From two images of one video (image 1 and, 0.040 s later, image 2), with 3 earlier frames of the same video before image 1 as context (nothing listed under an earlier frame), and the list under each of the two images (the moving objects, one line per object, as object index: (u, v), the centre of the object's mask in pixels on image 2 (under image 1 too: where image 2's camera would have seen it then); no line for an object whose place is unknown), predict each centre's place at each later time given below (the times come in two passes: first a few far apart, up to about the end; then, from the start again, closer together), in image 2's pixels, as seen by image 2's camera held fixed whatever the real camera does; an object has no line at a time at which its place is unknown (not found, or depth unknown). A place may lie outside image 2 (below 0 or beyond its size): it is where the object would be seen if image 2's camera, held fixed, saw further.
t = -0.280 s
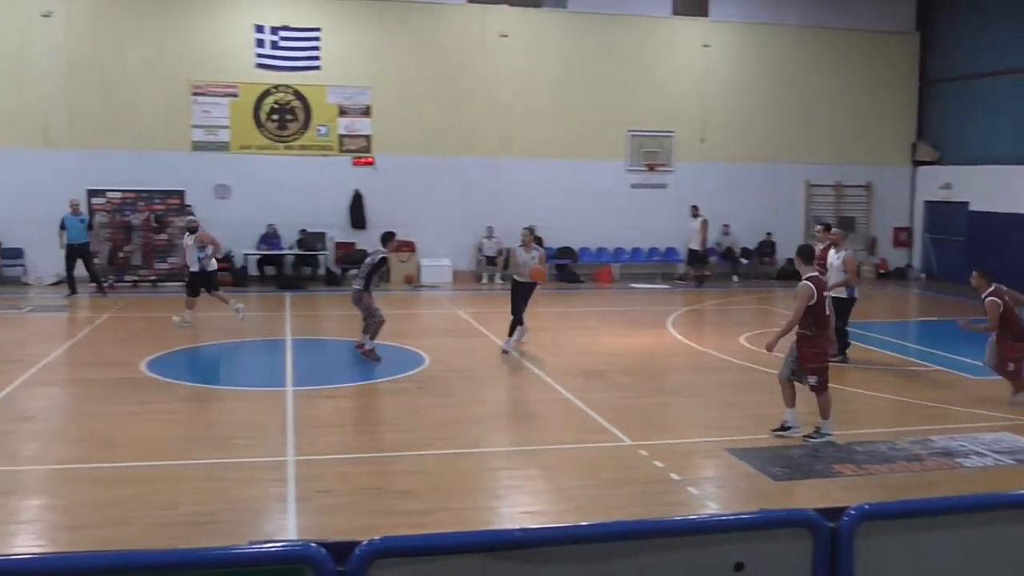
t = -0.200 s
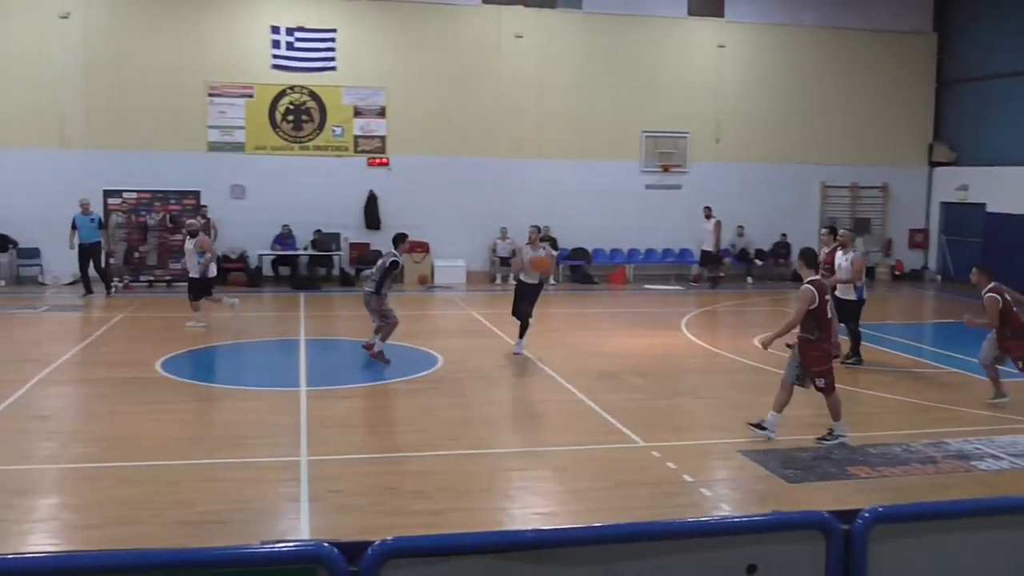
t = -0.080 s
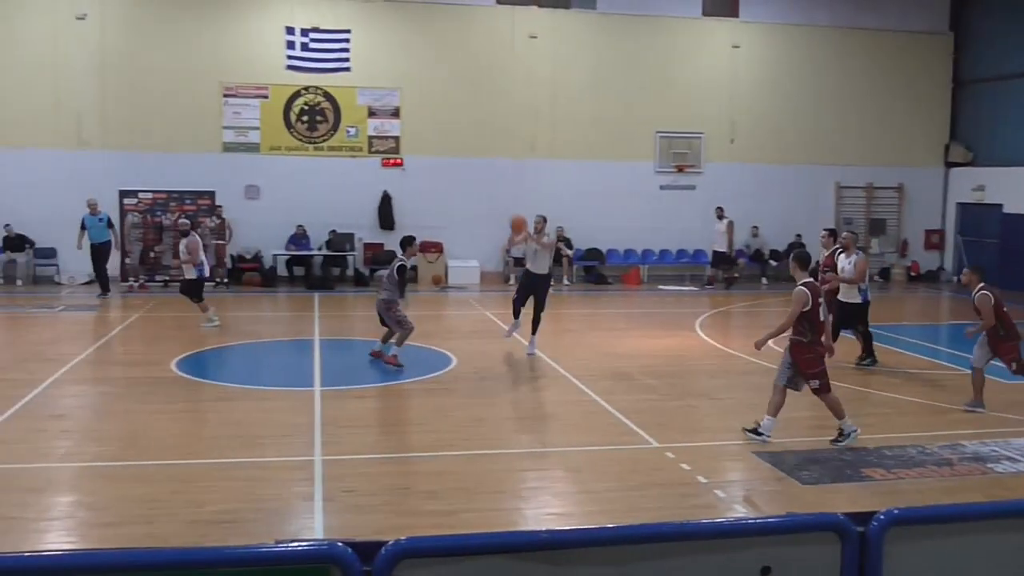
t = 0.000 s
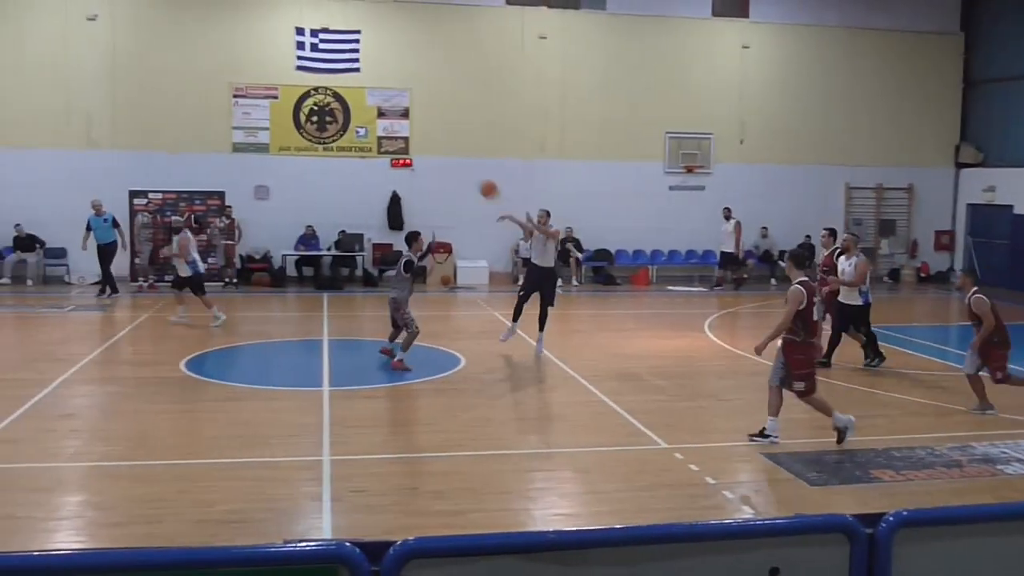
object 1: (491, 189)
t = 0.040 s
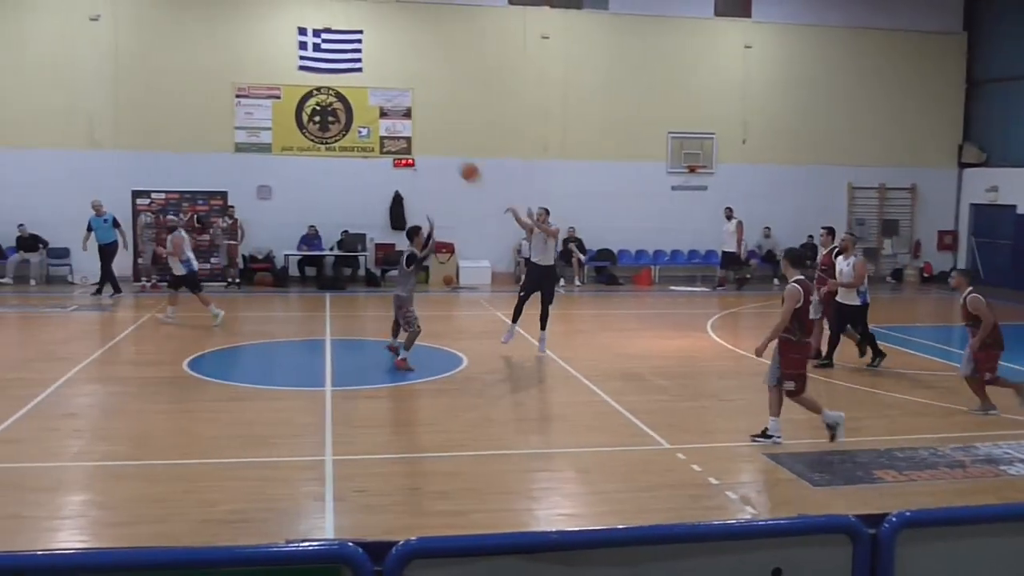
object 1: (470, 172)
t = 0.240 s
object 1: (347, 95)
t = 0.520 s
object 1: (120, 19)
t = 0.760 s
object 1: (-145, 2)
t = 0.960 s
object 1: (-447, 50)
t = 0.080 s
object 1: (447, 155)
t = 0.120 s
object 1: (425, 139)
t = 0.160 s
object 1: (399, 124)
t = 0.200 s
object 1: (374, 109)
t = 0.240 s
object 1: (347, 95)
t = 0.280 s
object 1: (319, 81)
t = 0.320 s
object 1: (289, 68)
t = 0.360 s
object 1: (259, 56)
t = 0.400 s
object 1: (226, 45)
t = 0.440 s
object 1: (192, 36)
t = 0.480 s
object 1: (157, 26)
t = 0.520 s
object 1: (120, 19)
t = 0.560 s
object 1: (81, 12)
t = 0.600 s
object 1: (41, 7)
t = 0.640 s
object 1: (-2, 3)
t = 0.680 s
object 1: (-47, 1)
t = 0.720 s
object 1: (-95, 1)
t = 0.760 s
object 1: (-145, 2)
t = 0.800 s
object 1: (-200, 5)
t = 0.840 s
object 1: (-256, 13)
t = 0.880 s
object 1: (-316, 22)
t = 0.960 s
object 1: (-447, 50)
